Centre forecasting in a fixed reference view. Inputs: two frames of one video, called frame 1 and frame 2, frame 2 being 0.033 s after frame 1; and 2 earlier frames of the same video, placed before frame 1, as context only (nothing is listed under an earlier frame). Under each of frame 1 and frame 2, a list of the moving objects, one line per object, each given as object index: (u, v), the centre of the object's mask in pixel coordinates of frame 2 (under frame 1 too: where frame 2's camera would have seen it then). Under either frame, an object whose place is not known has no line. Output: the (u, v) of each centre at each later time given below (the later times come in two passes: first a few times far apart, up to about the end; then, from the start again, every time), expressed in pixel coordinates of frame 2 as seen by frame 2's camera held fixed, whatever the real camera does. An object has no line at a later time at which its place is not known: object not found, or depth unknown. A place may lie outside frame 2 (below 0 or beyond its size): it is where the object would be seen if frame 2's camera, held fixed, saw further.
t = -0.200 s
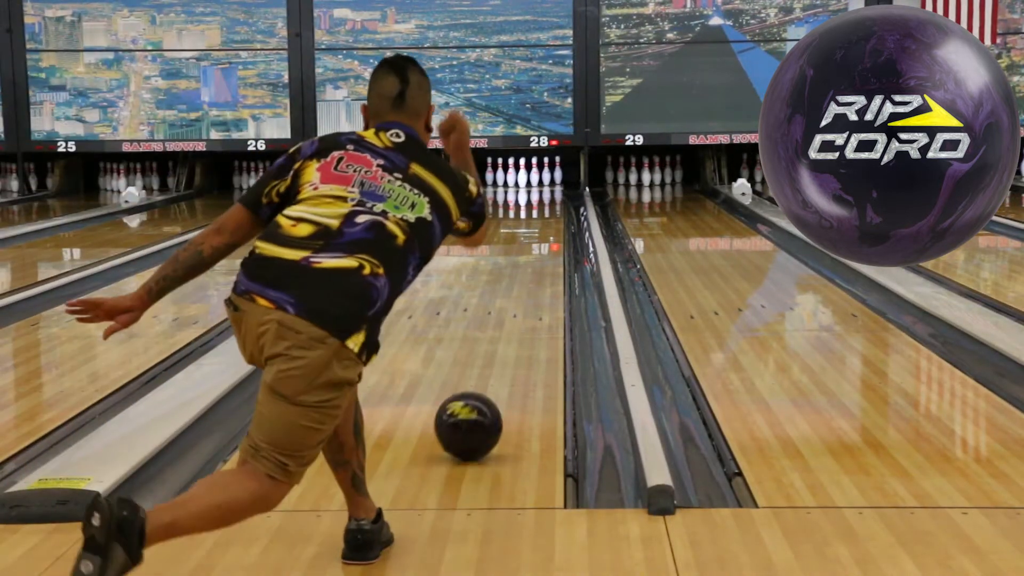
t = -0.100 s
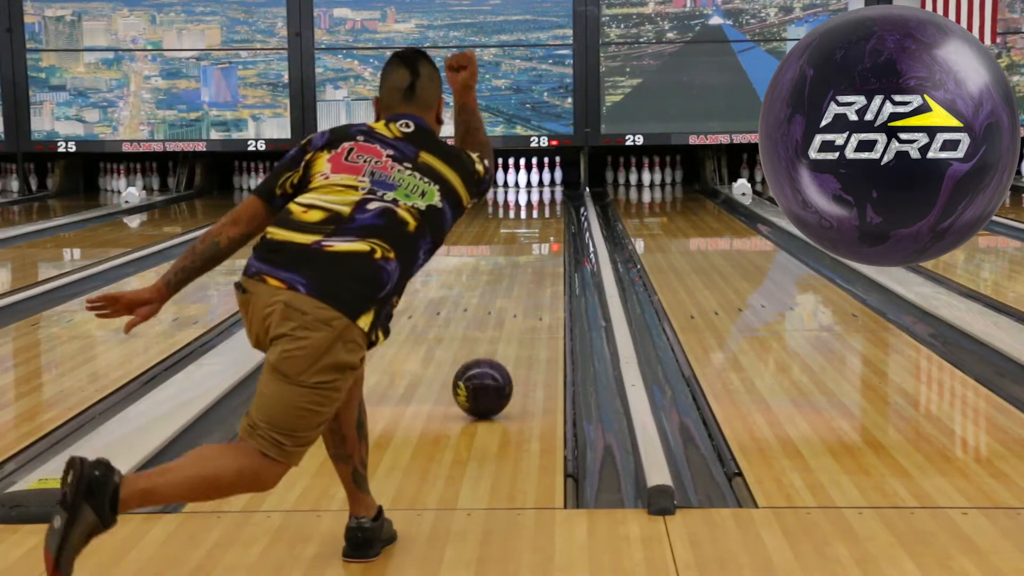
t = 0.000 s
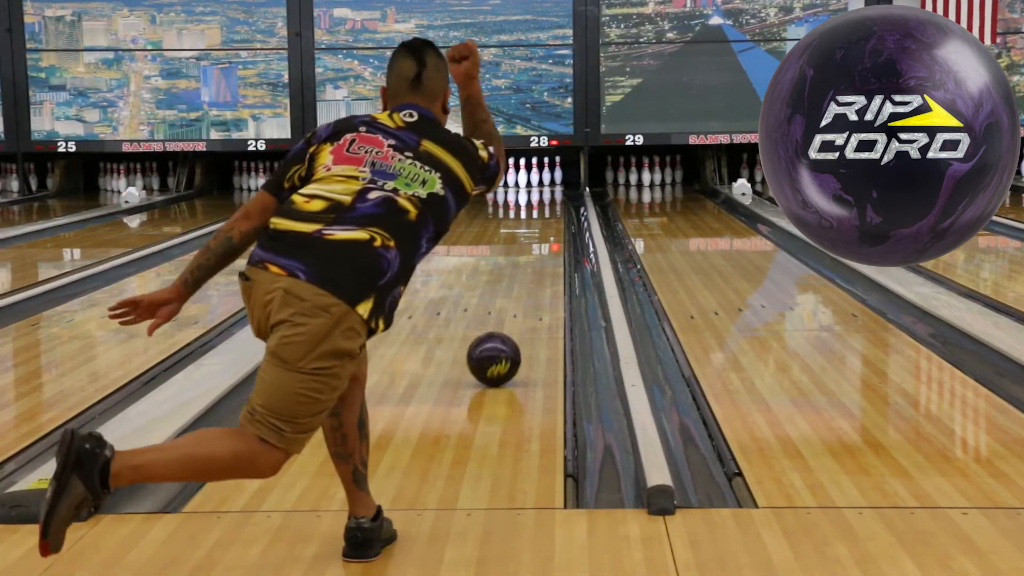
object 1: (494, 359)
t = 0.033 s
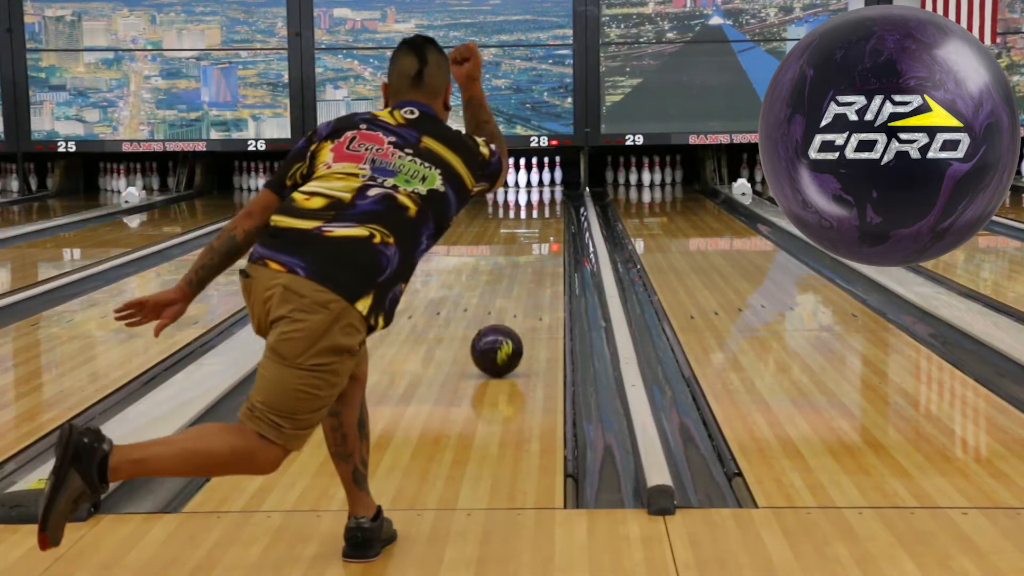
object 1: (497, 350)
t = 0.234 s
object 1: (512, 309)
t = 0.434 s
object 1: (522, 280)
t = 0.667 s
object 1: (530, 254)
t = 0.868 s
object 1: (536, 238)
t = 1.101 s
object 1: (540, 223)
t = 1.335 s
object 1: (542, 211)
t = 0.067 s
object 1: (499, 342)
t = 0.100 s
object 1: (502, 335)
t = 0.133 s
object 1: (505, 328)
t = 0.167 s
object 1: (507, 322)
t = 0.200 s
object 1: (509, 315)
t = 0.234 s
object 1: (512, 309)
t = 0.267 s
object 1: (514, 304)
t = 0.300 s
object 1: (516, 299)
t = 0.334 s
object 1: (517, 294)
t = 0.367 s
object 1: (519, 289)
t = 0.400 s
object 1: (520, 284)
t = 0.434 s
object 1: (522, 280)
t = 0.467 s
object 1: (523, 276)
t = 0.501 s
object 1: (525, 272)
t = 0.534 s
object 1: (526, 268)
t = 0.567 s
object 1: (527, 265)
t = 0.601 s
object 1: (528, 261)
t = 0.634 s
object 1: (529, 258)
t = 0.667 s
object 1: (530, 254)
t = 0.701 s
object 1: (531, 251)
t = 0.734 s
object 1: (532, 248)
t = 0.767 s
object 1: (533, 246)
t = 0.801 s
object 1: (534, 243)
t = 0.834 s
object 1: (535, 240)
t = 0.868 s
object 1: (536, 238)
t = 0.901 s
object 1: (536, 236)
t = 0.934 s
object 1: (537, 234)
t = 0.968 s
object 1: (538, 231)
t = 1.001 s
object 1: (538, 229)
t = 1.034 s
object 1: (539, 227)
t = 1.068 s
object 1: (539, 226)
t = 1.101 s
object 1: (540, 223)
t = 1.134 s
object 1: (541, 222)
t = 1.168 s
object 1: (541, 220)
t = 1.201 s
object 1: (541, 218)
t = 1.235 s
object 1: (542, 216)
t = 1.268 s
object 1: (542, 215)
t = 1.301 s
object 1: (542, 213)
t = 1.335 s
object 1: (542, 211)
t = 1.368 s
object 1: (542, 210)
